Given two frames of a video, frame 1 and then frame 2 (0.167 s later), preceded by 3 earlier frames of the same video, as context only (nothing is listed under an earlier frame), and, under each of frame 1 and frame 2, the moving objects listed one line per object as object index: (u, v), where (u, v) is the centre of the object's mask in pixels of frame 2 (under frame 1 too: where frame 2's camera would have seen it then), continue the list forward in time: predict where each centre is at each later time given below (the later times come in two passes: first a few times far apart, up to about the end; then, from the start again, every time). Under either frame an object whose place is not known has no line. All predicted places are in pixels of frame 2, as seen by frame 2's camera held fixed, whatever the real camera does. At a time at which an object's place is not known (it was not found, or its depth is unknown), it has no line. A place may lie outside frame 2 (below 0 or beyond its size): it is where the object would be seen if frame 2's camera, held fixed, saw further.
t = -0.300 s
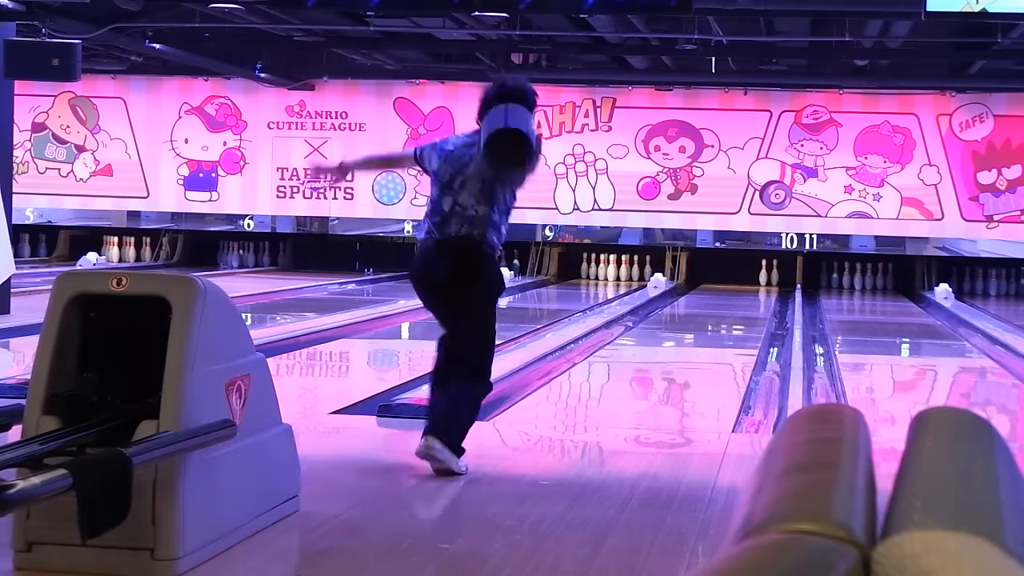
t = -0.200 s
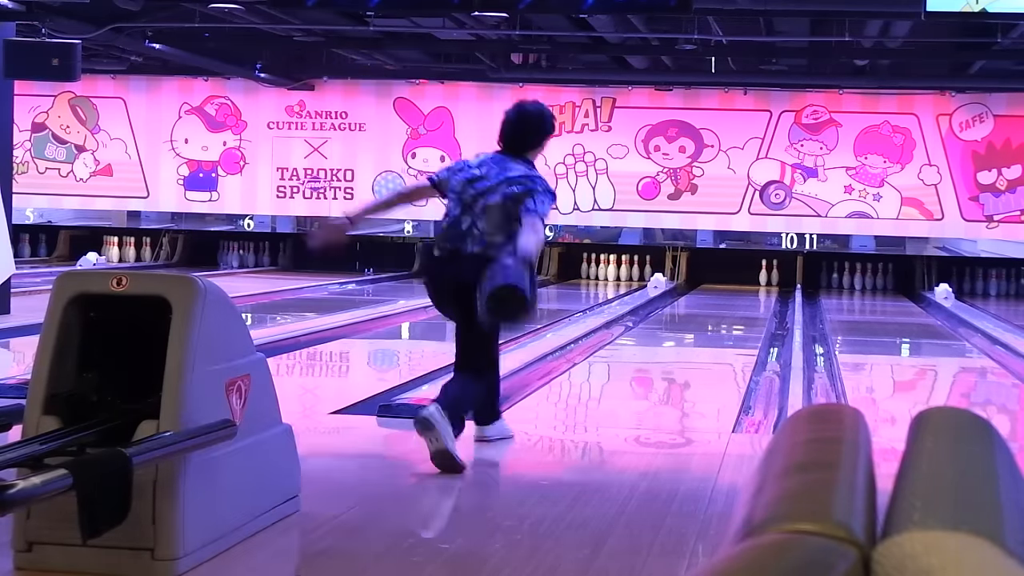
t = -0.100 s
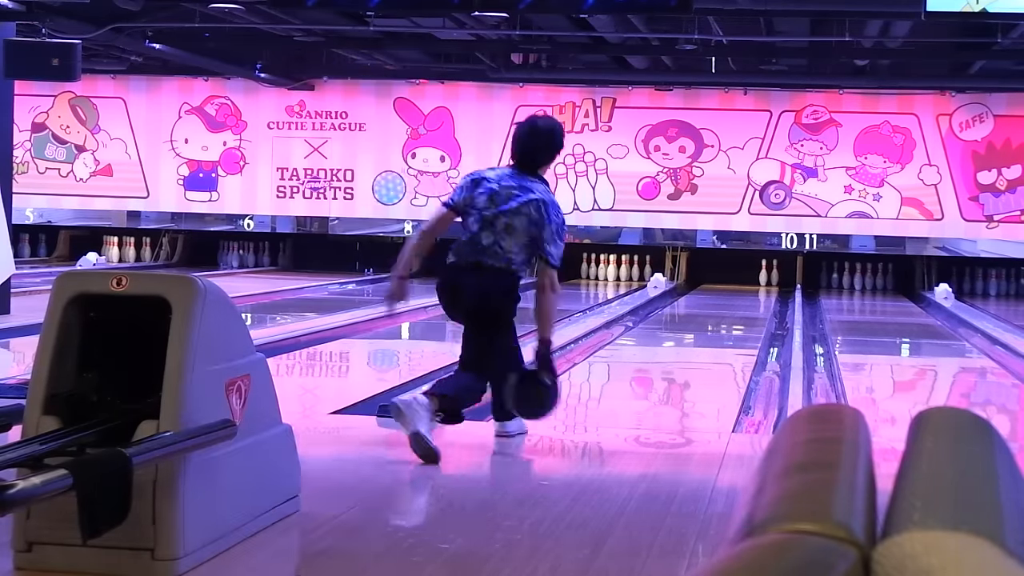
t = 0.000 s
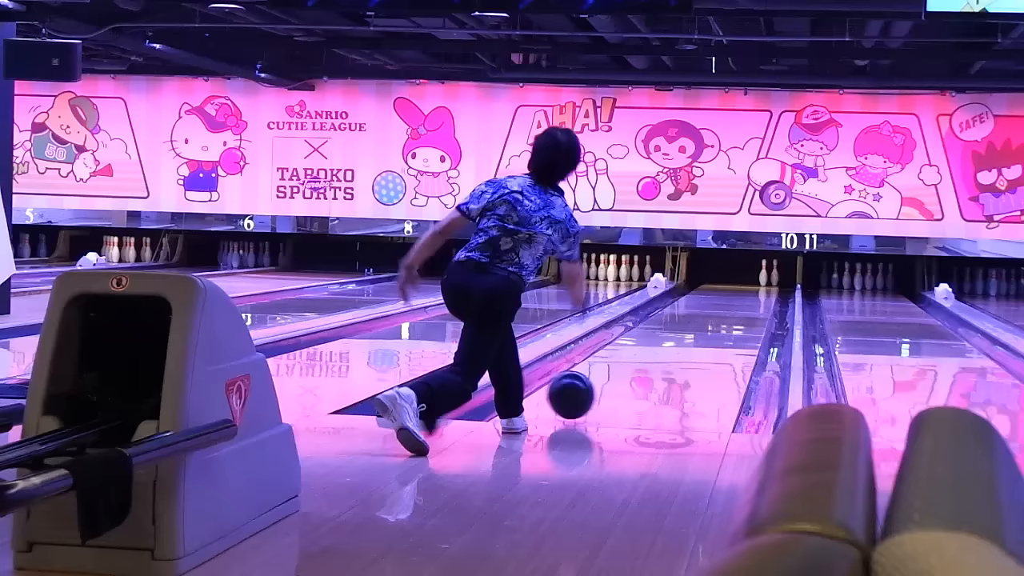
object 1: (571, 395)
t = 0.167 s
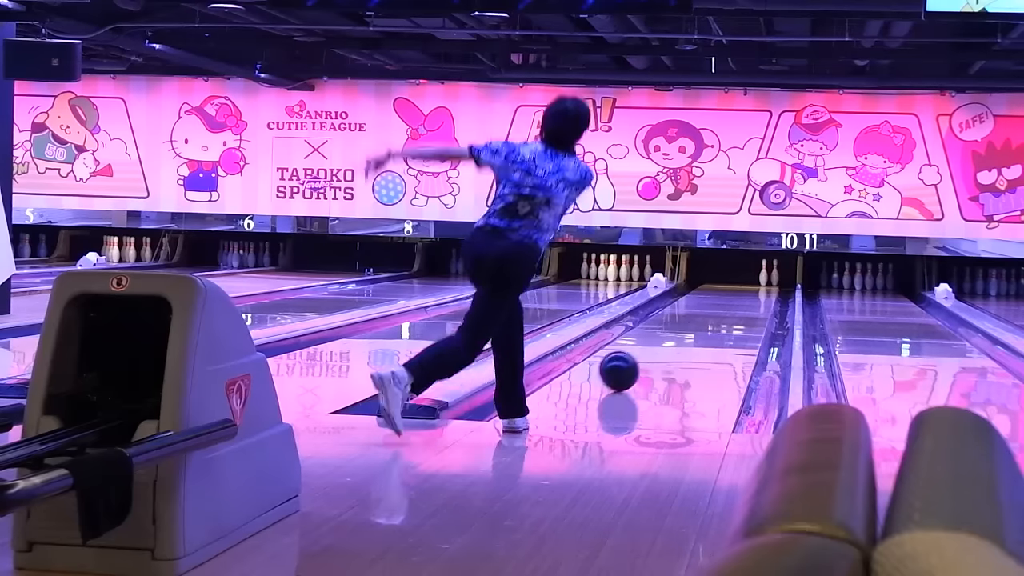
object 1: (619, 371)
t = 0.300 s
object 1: (647, 355)
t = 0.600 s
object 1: (691, 329)
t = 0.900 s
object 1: (720, 312)
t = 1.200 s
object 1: (740, 299)
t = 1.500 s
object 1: (754, 290)
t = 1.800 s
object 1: (762, 283)
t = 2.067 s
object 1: (769, 279)
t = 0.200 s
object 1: (626, 367)
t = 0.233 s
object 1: (634, 363)
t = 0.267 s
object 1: (640, 359)
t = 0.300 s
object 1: (647, 355)
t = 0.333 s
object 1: (653, 352)
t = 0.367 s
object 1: (658, 348)
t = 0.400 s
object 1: (664, 344)
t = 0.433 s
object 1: (669, 342)
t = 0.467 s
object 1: (674, 339)
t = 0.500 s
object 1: (679, 336)
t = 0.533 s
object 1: (683, 333)
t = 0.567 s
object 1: (687, 331)
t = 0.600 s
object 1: (691, 329)
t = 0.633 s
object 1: (695, 327)
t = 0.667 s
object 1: (699, 324)
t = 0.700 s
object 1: (702, 323)
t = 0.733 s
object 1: (706, 321)
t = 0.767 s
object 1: (709, 318)
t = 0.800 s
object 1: (712, 317)
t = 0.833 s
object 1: (715, 315)
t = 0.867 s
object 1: (718, 313)
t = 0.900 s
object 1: (720, 312)
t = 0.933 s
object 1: (723, 310)
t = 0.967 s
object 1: (725, 308)
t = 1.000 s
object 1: (728, 307)
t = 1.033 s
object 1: (730, 305)
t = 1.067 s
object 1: (732, 304)
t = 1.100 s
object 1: (735, 303)
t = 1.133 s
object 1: (737, 301)
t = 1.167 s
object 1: (739, 300)
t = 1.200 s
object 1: (740, 299)
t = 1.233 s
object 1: (742, 298)
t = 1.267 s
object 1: (744, 297)
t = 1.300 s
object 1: (745, 296)
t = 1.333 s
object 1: (747, 295)
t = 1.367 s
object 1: (749, 293)
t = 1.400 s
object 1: (750, 292)
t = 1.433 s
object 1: (751, 291)
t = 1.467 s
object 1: (753, 290)
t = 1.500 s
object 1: (754, 290)
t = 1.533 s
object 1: (755, 289)
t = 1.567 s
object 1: (756, 288)
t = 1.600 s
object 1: (757, 288)
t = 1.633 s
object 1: (758, 287)
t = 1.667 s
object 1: (759, 286)
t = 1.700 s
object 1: (759, 285)
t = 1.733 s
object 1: (761, 284)
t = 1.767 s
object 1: (761, 284)
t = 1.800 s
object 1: (762, 283)
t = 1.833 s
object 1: (763, 282)
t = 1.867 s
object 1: (764, 282)
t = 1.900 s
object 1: (765, 282)
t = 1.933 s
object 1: (766, 281)
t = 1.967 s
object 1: (766, 280)
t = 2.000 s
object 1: (767, 279)
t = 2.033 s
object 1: (767, 279)
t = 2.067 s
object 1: (769, 279)
